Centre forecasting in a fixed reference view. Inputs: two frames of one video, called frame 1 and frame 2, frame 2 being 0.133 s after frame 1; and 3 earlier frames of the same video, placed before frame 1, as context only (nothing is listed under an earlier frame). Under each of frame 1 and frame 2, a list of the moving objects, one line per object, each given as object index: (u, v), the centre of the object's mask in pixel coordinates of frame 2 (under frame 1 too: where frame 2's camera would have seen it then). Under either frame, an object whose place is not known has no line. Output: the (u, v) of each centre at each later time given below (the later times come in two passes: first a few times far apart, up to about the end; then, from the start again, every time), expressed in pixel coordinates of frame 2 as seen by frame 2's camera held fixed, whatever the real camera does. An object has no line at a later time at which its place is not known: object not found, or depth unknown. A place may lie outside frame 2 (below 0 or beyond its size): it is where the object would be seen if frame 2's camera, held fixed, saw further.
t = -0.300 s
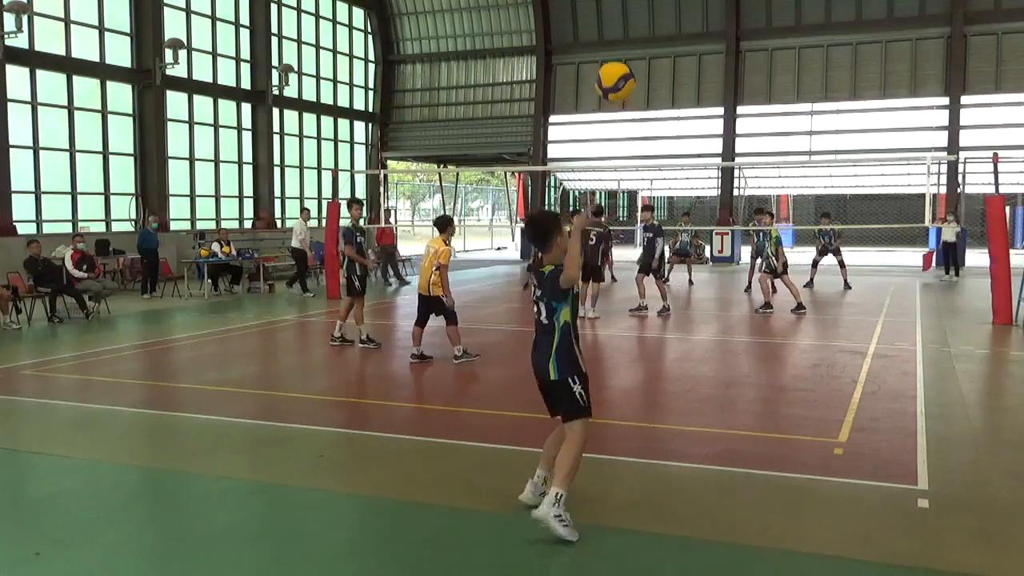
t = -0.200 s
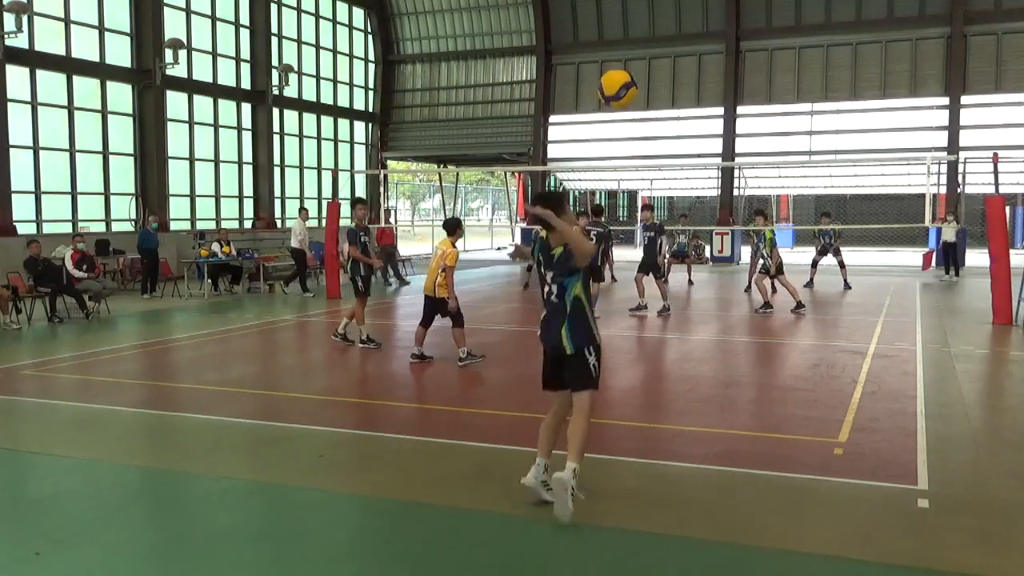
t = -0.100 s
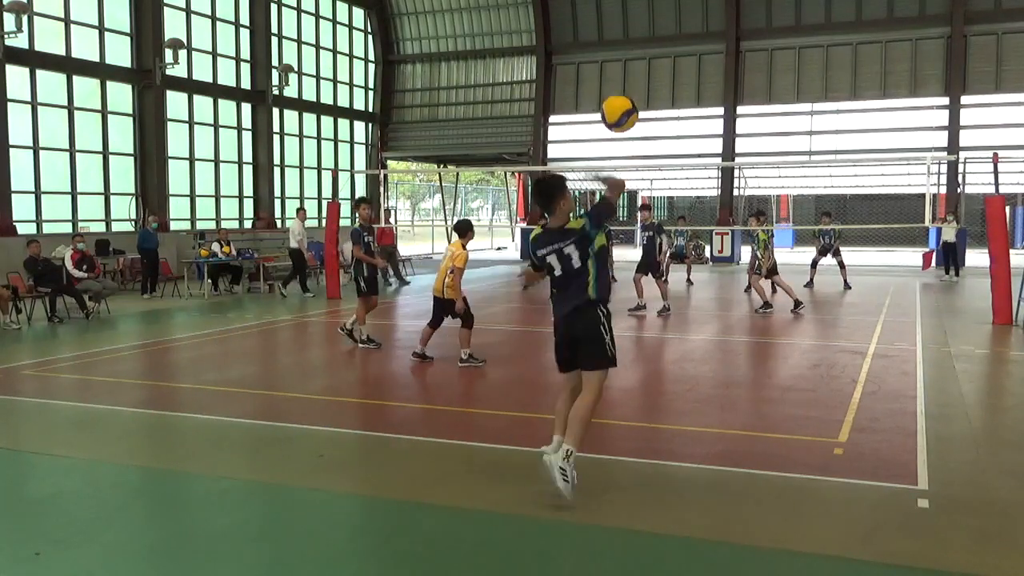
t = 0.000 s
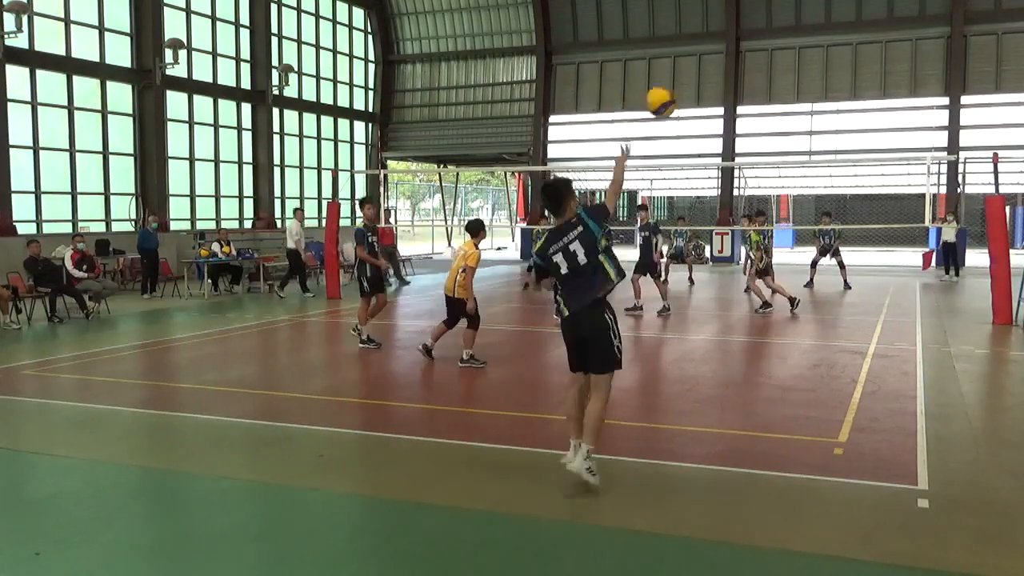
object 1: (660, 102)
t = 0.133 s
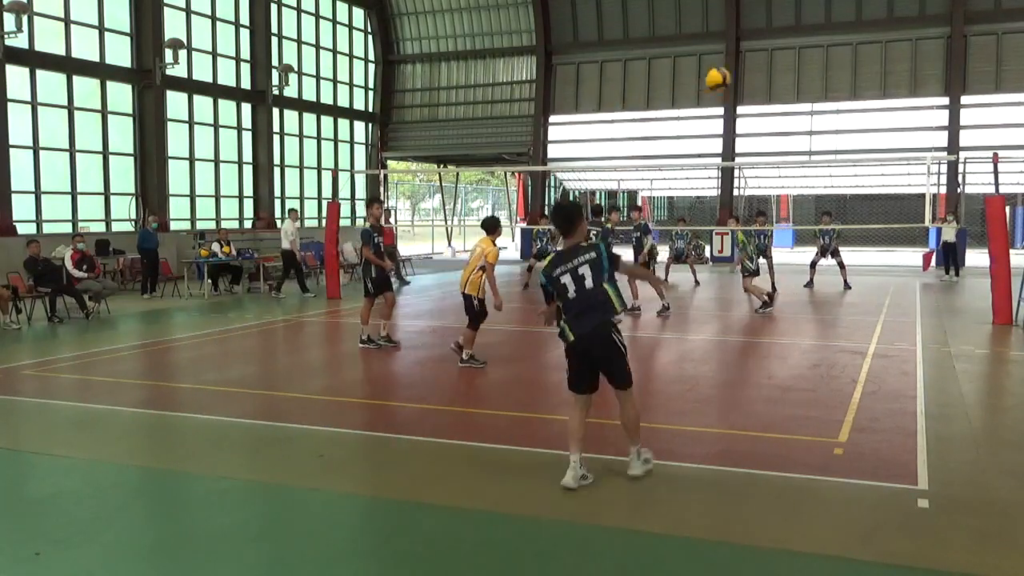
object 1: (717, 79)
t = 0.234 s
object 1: (744, 78)
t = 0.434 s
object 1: (773, 95)
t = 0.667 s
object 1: (789, 143)
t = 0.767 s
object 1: (794, 169)
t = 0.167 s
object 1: (728, 78)
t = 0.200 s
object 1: (736, 78)
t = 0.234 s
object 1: (744, 78)
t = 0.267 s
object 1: (751, 79)
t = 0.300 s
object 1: (757, 80)
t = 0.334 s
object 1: (762, 83)
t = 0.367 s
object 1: (766, 86)
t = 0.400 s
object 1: (770, 91)
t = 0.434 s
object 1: (773, 95)
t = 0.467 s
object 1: (776, 100)
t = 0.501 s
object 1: (779, 105)
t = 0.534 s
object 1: (781, 113)
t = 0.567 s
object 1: (783, 120)
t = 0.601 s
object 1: (786, 127)
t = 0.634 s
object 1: (787, 135)
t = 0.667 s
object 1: (789, 143)
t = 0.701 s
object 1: (791, 151)
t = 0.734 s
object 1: (793, 157)
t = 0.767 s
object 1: (794, 169)
